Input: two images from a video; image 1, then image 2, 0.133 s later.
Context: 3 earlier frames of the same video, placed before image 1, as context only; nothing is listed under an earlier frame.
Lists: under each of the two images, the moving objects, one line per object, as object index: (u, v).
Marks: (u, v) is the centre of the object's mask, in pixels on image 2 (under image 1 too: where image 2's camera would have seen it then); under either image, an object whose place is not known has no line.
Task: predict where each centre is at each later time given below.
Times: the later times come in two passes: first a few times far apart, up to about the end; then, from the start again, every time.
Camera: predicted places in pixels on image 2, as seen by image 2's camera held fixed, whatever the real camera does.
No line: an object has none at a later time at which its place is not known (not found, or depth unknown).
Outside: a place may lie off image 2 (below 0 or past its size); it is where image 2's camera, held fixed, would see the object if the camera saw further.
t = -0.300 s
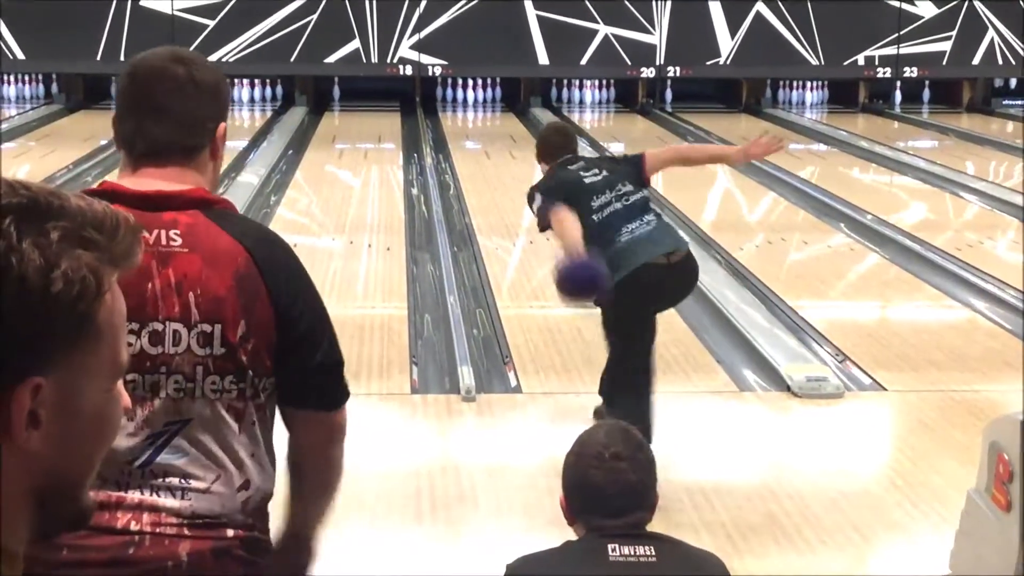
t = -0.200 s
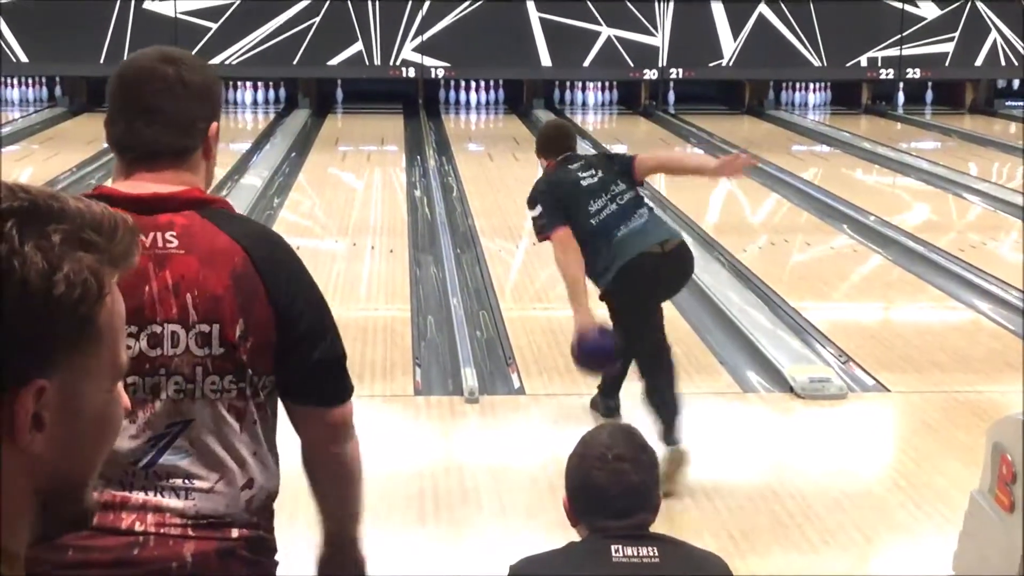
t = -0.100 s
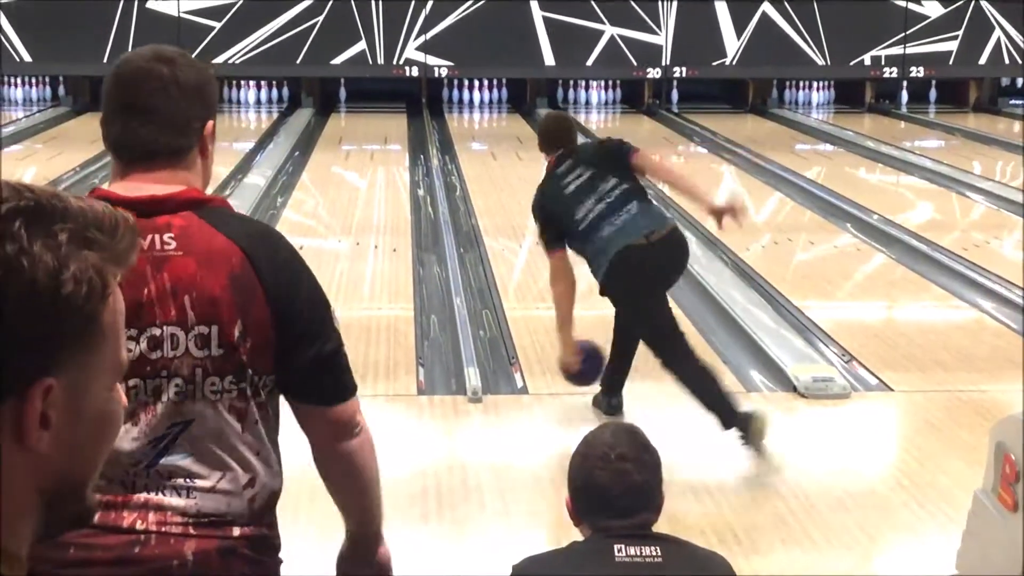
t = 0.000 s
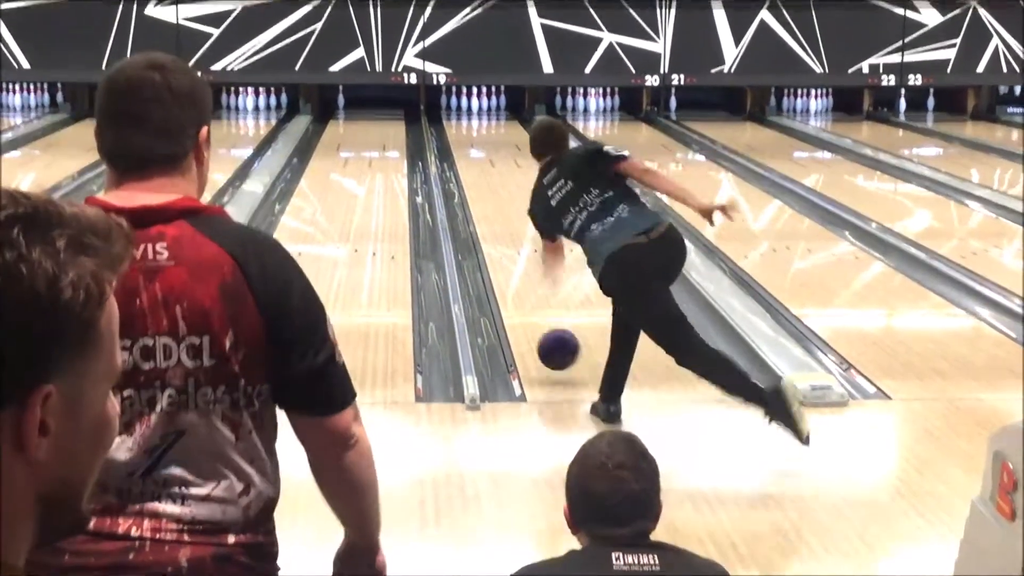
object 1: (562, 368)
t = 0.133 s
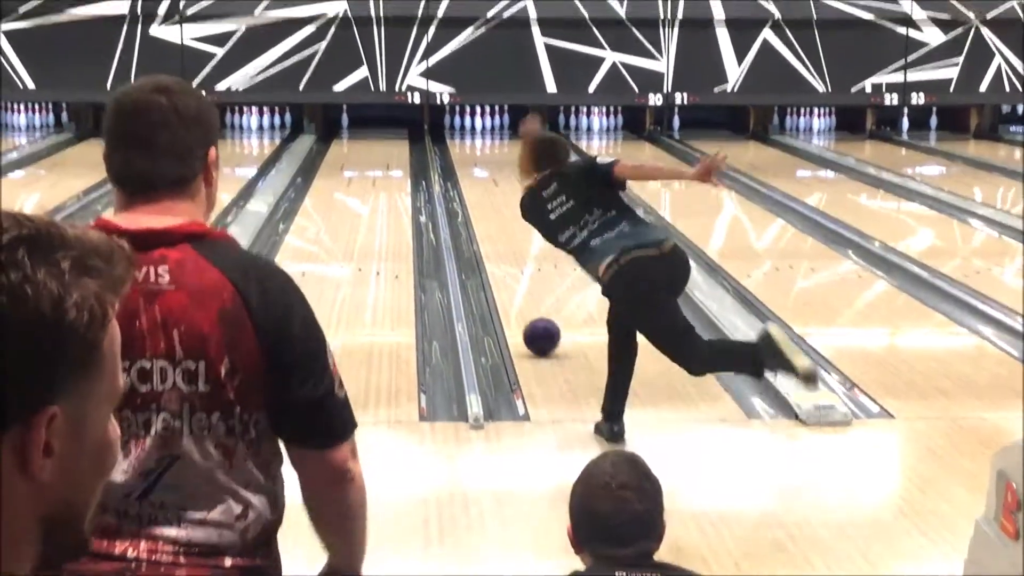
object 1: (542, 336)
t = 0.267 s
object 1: (526, 301)
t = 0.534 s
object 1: (503, 250)
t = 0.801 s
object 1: (488, 215)
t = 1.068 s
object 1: (478, 189)
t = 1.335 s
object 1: (471, 168)
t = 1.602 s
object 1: (467, 152)
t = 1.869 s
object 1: (466, 139)
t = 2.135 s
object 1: (467, 130)
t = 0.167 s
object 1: (537, 327)
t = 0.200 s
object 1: (533, 318)
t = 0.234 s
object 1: (529, 309)
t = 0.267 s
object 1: (526, 301)
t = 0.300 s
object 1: (522, 294)
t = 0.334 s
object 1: (519, 287)
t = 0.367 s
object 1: (516, 280)
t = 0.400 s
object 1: (513, 273)
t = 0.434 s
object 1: (510, 268)
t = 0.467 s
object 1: (508, 262)
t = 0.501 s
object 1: (506, 256)
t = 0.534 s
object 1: (503, 250)
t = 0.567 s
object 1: (501, 245)
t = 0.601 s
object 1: (499, 240)
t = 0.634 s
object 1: (497, 236)
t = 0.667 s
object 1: (495, 231)
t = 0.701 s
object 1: (493, 227)
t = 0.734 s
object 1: (491, 223)
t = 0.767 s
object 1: (490, 218)
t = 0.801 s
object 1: (488, 215)
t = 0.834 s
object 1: (487, 211)
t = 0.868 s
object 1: (485, 207)
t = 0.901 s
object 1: (484, 204)
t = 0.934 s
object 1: (483, 201)
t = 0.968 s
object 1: (481, 198)
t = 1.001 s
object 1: (480, 195)
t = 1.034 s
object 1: (479, 192)
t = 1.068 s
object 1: (478, 189)
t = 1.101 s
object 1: (477, 186)
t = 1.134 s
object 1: (476, 183)
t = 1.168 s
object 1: (475, 180)
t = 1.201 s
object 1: (474, 178)
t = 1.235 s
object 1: (473, 175)
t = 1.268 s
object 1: (473, 173)
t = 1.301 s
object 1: (472, 171)
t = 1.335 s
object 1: (471, 168)
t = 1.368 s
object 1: (470, 166)
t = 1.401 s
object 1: (469, 164)
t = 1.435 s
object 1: (469, 162)
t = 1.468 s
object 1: (468, 160)
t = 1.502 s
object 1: (468, 158)
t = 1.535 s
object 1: (468, 156)
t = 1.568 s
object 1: (467, 154)
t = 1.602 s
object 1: (467, 152)
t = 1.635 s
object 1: (467, 150)
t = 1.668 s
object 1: (467, 148)
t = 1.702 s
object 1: (466, 147)
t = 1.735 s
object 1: (466, 145)
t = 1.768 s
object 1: (466, 144)
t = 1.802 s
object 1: (466, 142)
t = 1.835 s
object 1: (466, 141)
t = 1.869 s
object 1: (466, 139)
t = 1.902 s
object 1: (466, 138)
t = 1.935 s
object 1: (466, 137)
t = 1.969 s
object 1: (467, 135)
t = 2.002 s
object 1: (467, 134)
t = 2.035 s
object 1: (467, 133)
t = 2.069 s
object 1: (467, 131)
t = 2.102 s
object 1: (467, 131)
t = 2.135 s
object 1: (467, 130)
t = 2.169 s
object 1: (468, 129)
